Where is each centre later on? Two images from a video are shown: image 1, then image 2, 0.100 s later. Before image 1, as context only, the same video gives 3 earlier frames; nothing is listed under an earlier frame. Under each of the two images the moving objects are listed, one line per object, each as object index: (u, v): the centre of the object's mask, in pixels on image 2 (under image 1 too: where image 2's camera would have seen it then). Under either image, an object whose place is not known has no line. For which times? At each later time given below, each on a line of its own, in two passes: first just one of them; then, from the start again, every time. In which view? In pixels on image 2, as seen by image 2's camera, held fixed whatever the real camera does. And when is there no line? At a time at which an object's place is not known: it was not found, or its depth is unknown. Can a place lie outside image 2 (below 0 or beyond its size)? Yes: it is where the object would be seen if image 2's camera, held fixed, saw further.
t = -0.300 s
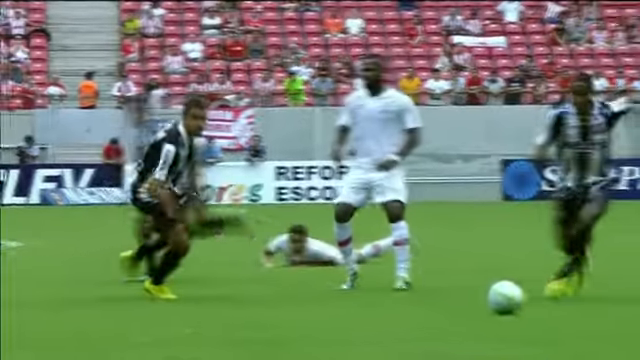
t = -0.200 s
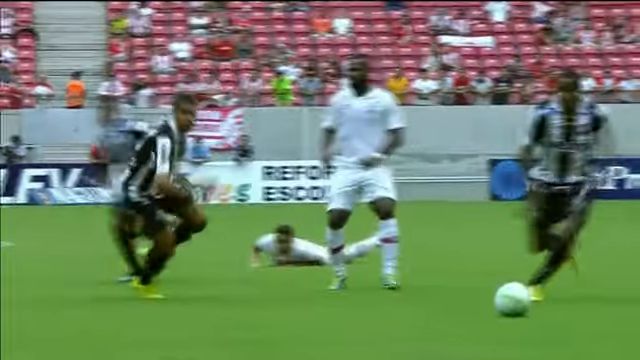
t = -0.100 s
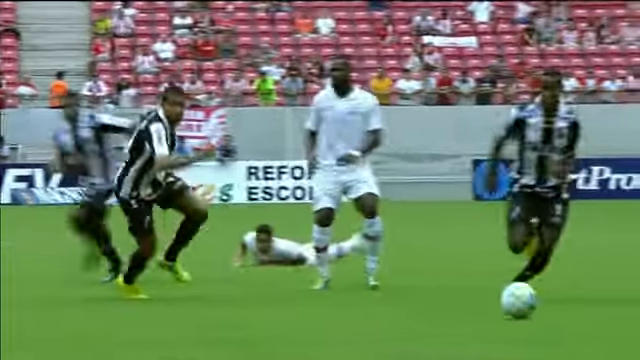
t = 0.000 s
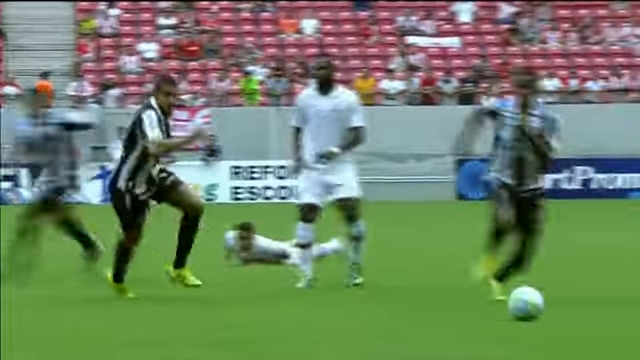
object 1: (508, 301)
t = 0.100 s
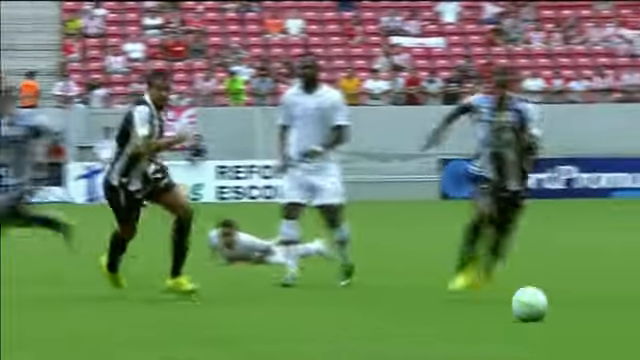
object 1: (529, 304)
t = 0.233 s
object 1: (555, 307)
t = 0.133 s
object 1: (535, 304)
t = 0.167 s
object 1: (539, 304)
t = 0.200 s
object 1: (550, 306)
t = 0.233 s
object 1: (555, 307)
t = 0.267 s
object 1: (561, 308)
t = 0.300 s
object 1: (567, 310)
